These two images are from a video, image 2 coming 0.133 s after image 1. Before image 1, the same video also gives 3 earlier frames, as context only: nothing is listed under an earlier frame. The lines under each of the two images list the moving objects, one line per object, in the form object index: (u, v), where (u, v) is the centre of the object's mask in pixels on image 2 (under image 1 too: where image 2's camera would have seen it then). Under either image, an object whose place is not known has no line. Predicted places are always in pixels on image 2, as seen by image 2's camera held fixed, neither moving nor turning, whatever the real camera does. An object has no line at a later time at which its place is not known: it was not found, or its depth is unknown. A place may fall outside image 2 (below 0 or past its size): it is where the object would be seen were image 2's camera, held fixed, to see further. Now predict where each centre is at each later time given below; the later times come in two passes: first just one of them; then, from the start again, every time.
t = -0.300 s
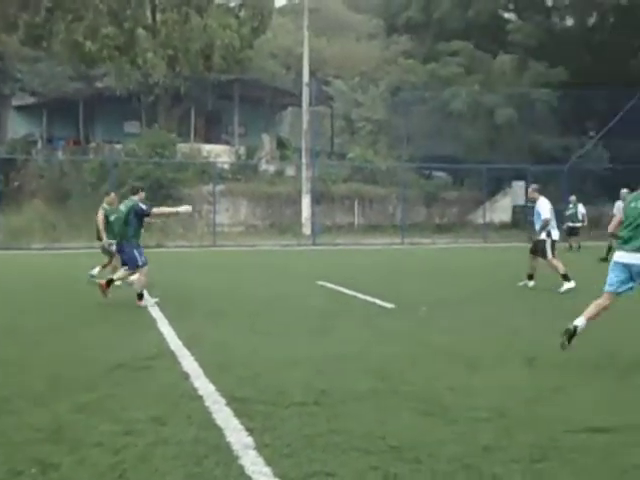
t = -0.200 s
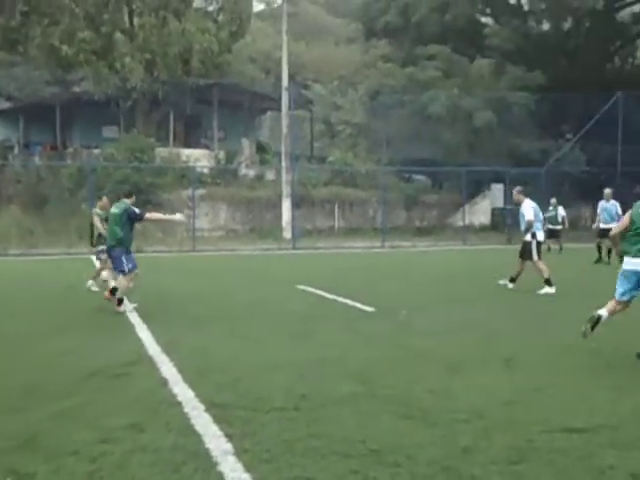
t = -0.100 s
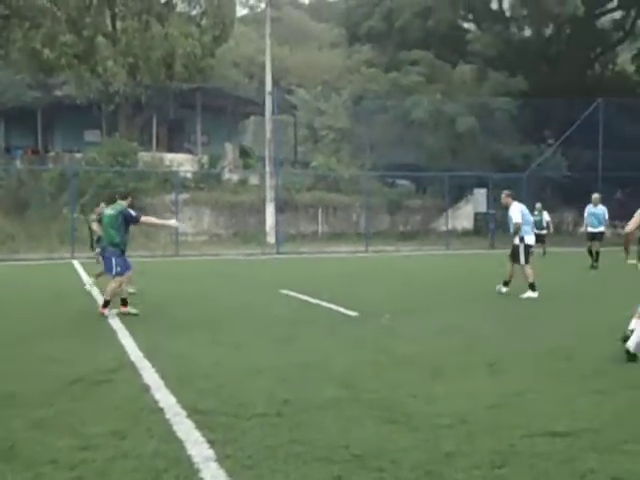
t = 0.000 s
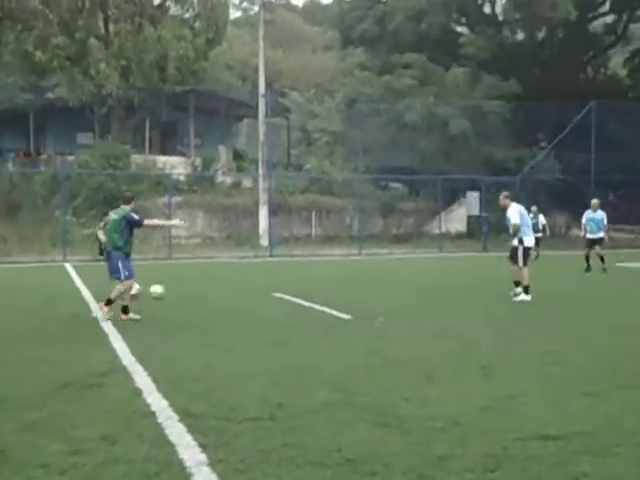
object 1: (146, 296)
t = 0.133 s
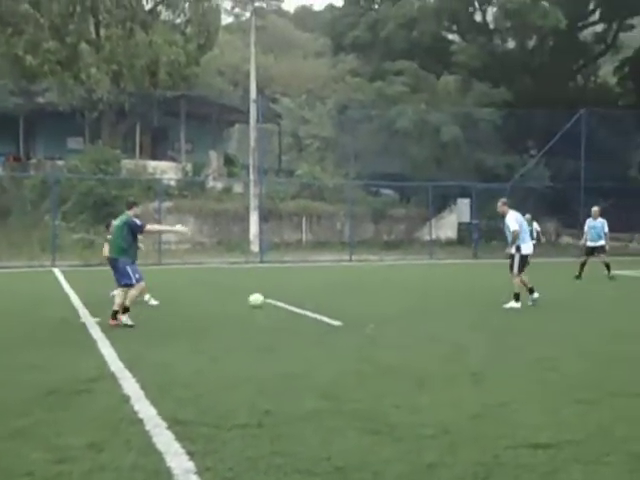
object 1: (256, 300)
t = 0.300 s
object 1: (391, 295)
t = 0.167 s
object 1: (282, 299)
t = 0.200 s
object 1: (309, 296)
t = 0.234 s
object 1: (337, 295)
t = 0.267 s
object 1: (364, 294)
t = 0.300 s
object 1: (391, 295)
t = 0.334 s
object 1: (418, 295)
